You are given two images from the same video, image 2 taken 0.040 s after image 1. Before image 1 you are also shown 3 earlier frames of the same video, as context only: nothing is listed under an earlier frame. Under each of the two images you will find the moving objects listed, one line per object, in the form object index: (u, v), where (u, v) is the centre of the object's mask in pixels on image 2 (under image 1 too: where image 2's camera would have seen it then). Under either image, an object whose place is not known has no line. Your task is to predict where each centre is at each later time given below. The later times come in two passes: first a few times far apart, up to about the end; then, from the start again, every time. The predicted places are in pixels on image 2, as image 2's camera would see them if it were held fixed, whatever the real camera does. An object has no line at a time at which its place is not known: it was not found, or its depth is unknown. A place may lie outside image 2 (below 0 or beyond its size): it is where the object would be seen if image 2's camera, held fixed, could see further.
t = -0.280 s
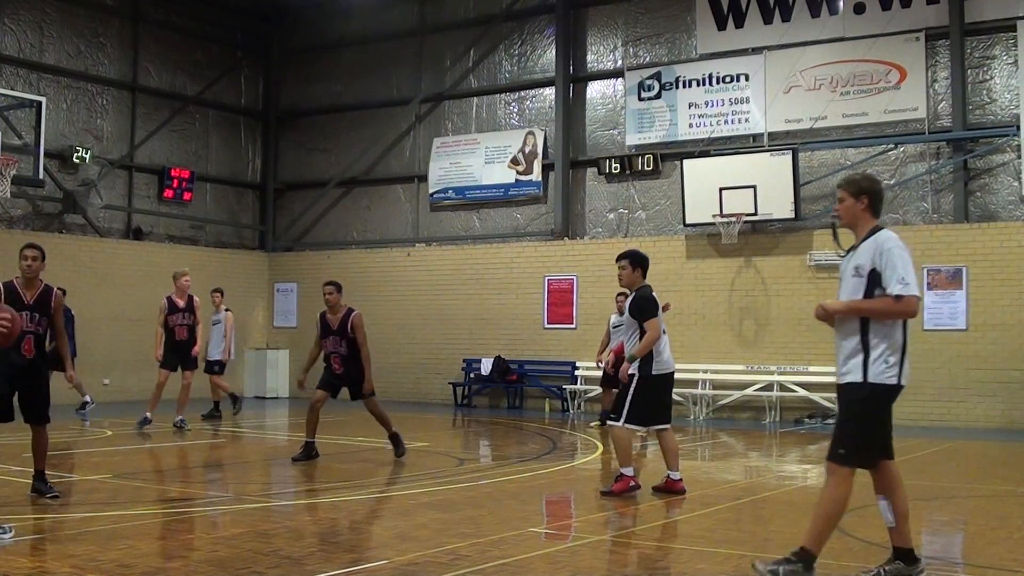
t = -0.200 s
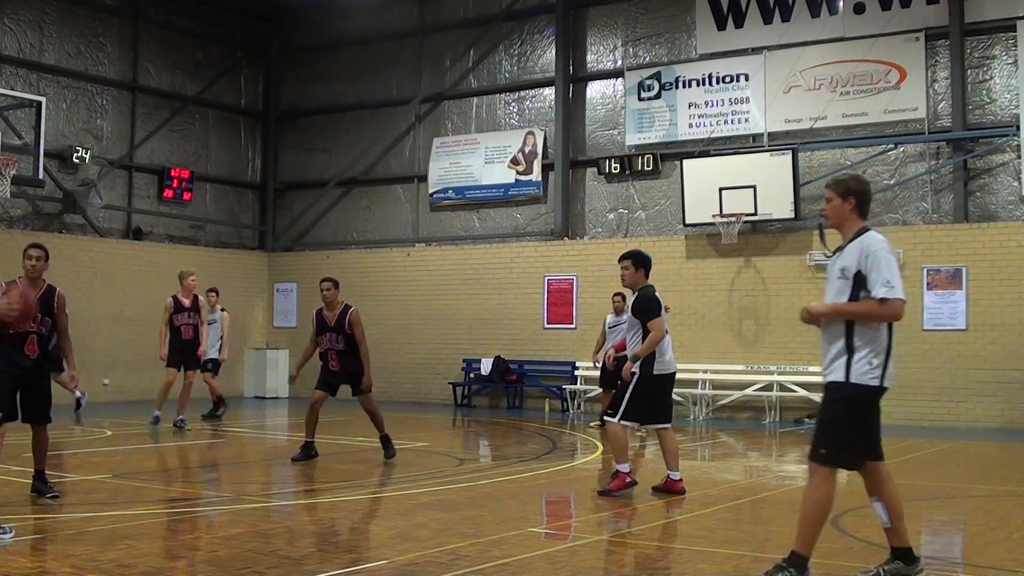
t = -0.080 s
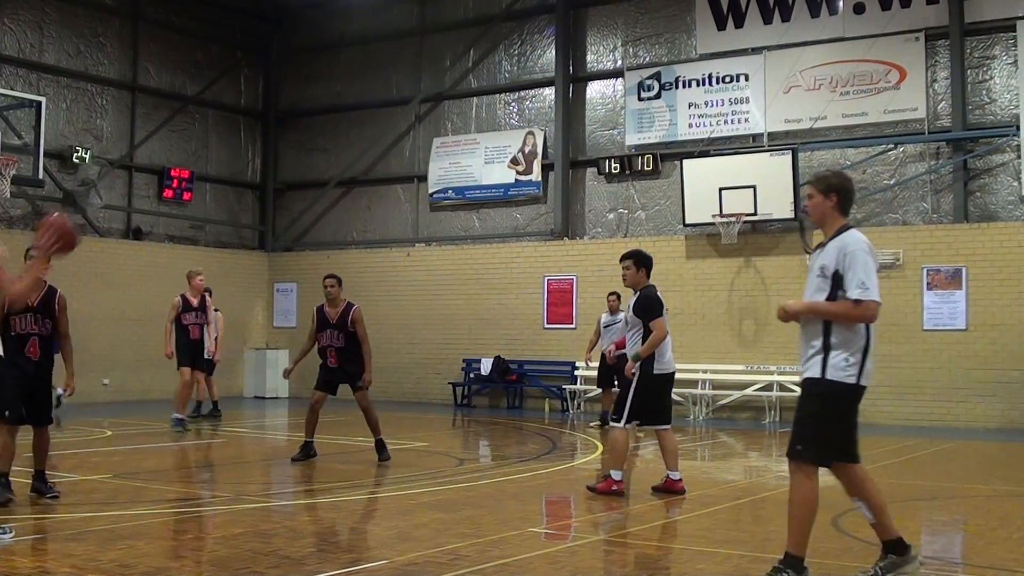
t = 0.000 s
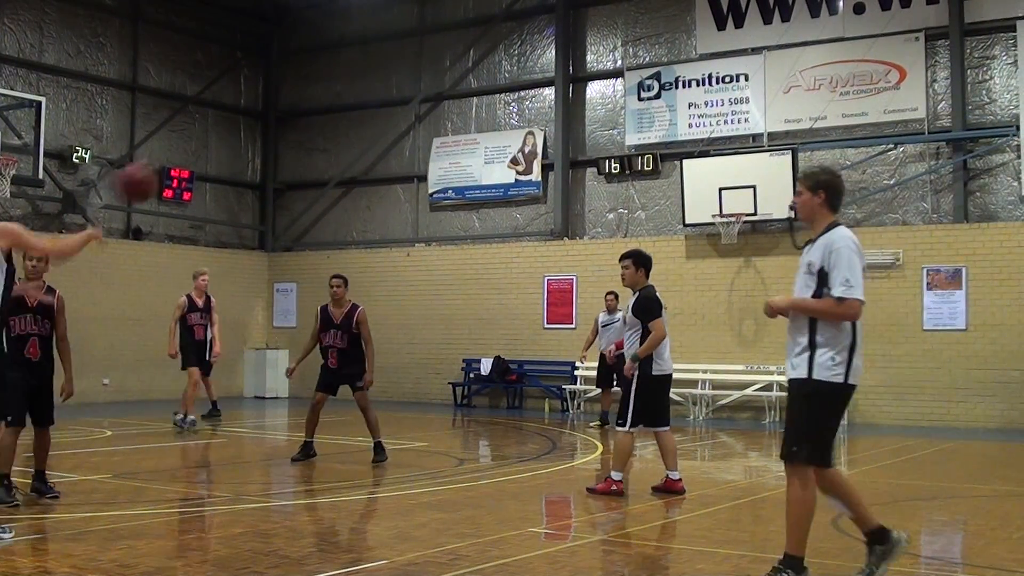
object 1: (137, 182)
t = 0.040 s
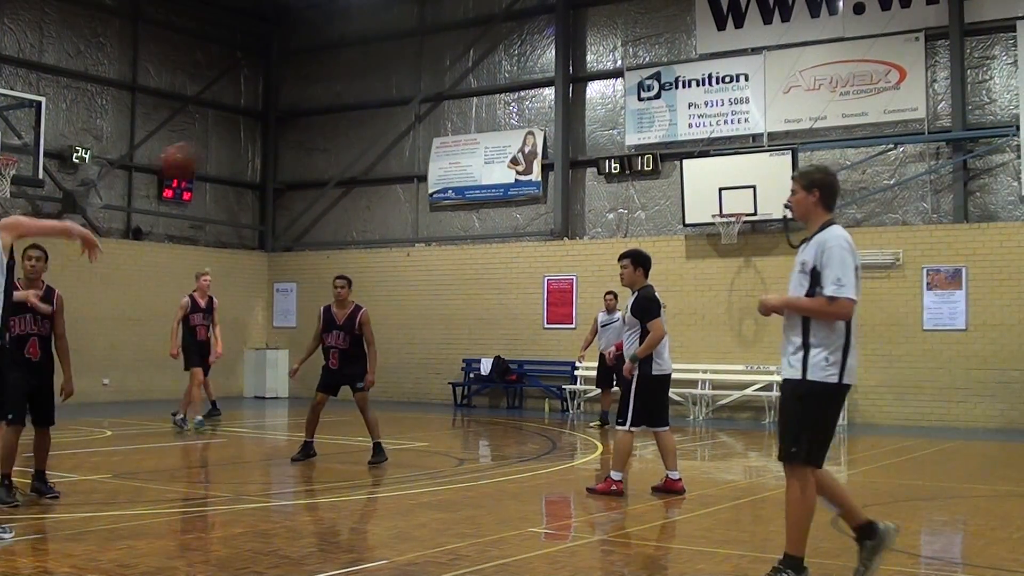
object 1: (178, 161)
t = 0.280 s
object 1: (365, 108)
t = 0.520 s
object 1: (484, 128)
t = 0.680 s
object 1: (545, 162)
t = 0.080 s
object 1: (220, 146)
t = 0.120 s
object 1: (252, 134)
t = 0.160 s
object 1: (284, 122)
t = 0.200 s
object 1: (313, 116)
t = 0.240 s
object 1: (338, 112)
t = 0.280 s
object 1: (365, 108)
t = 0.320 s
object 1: (386, 108)
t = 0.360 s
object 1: (408, 109)
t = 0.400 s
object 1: (430, 112)
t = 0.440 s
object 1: (450, 116)
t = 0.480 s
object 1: (467, 122)
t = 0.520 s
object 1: (484, 128)
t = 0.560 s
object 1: (501, 134)
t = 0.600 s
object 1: (516, 143)
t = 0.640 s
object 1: (531, 152)
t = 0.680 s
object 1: (545, 162)
